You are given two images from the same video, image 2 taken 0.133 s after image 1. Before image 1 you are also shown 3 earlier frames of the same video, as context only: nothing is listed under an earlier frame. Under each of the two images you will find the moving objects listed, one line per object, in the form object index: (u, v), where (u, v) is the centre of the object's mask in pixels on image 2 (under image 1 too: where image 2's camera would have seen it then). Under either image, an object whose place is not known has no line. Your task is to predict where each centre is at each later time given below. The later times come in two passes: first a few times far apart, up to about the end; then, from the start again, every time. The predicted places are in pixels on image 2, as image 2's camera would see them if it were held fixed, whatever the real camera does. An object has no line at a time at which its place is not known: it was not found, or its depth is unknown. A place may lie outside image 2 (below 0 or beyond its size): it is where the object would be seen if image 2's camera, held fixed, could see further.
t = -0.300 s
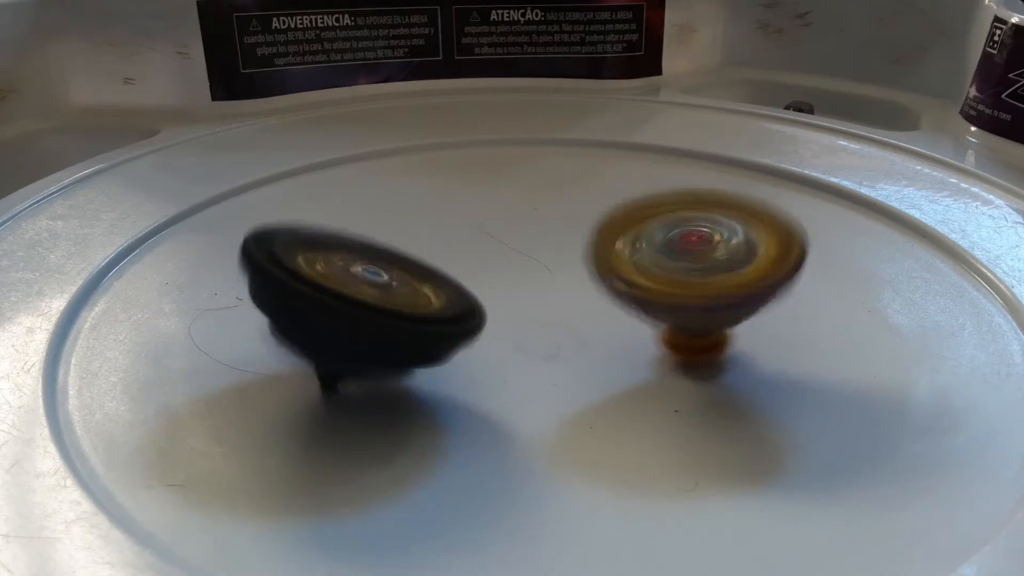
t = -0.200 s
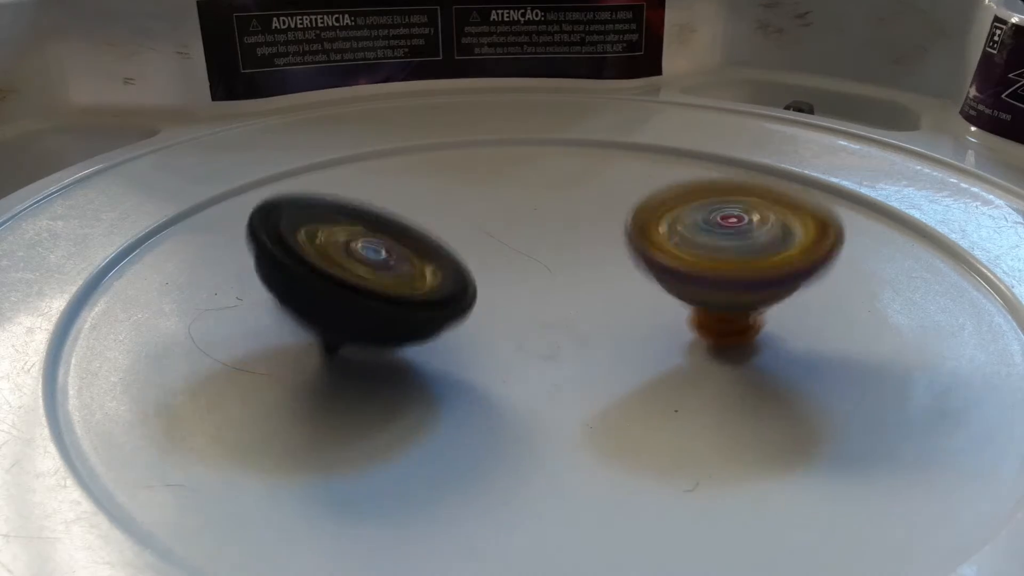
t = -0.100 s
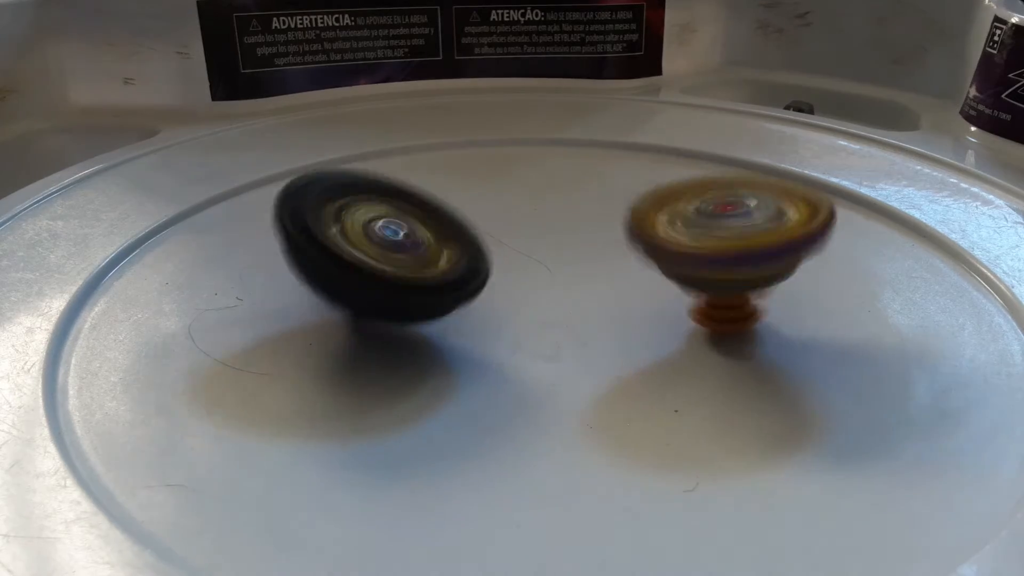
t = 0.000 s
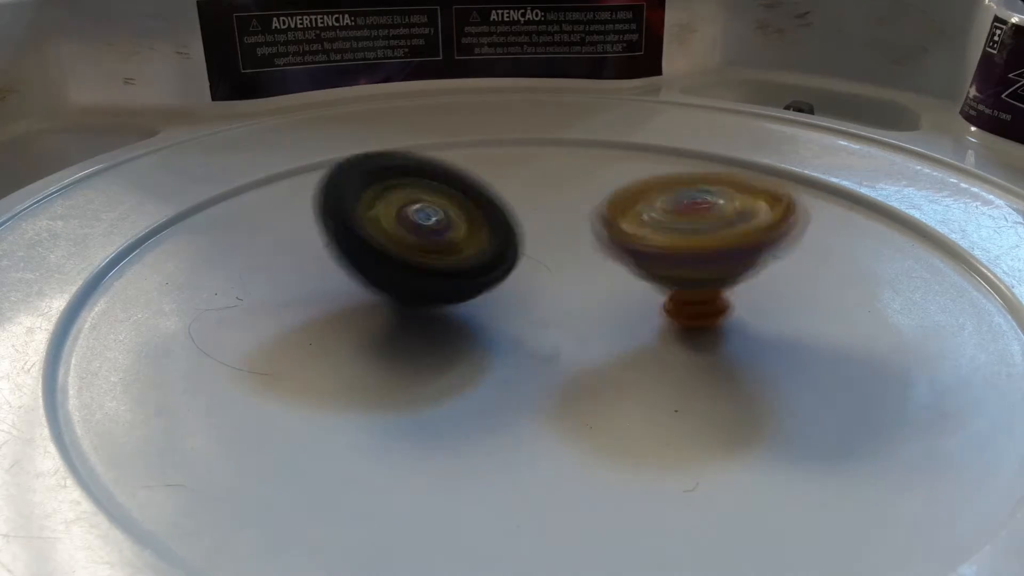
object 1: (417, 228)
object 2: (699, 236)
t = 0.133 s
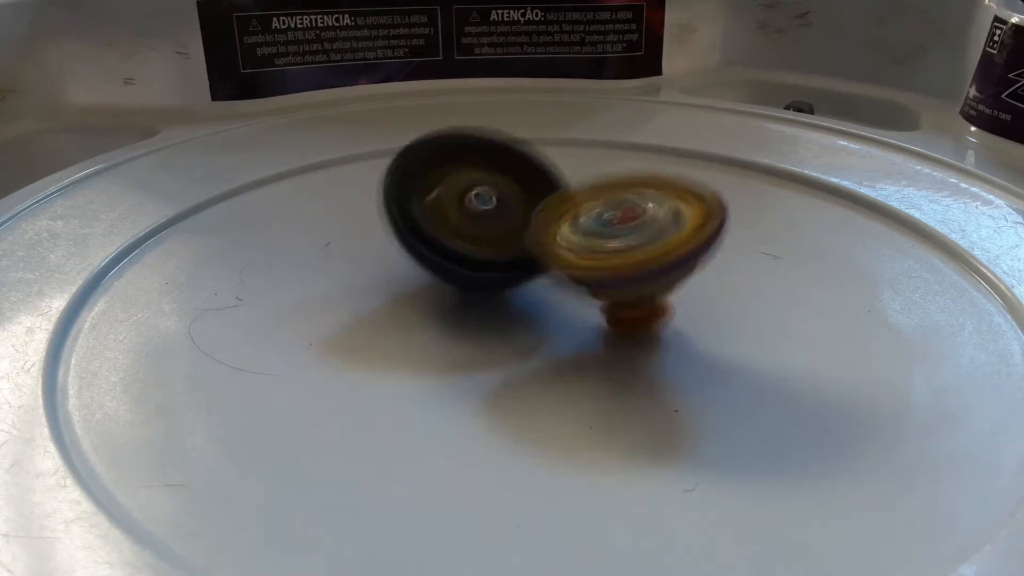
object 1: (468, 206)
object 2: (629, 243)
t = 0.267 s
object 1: (538, 184)
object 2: (621, 292)
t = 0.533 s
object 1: (670, 233)
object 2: (492, 342)
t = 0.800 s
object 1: (675, 324)
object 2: (416, 293)
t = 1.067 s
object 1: (501, 358)
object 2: (502, 228)
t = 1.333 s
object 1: (395, 287)
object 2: (638, 220)
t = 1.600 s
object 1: (469, 225)
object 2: (697, 264)
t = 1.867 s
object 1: (608, 202)
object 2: (575, 311)
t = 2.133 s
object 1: (681, 286)
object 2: (439, 270)
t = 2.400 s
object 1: (583, 355)
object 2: (462, 217)
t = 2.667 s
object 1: (439, 314)
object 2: (574, 225)
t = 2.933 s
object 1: (463, 240)
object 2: (641, 283)
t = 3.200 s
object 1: (593, 208)
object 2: (563, 325)
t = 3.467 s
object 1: (668, 280)
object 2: (469, 288)
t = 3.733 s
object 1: (575, 342)
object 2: (483, 217)
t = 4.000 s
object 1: (467, 302)
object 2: (603, 219)
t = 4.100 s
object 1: (458, 260)
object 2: (659, 243)
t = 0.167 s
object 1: (481, 195)
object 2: (628, 256)
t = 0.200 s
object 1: (498, 189)
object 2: (627, 270)
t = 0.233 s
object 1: (518, 186)
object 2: (626, 281)
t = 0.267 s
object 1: (538, 184)
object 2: (621, 292)
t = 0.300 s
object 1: (556, 185)
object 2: (612, 302)
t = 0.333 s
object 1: (577, 189)
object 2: (602, 314)
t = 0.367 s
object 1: (596, 192)
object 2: (588, 322)
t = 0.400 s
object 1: (613, 197)
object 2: (573, 328)
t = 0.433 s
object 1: (632, 204)
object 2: (553, 334)
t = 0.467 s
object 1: (645, 212)
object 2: (534, 340)
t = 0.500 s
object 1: (659, 223)
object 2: (513, 341)
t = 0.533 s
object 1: (670, 233)
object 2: (492, 342)
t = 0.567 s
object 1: (677, 243)
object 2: (469, 340)
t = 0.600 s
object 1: (683, 254)
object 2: (456, 340)
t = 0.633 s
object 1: (689, 263)
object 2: (442, 333)
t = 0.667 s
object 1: (692, 275)
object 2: (432, 328)
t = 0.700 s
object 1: (692, 288)
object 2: (424, 319)
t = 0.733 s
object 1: (690, 297)
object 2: (418, 311)
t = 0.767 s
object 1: (683, 314)
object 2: (415, 302)
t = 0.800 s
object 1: (675, 324)
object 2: (416, 293)
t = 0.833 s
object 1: (661, 335)
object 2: (418, 285)
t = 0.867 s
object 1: (645, 344)
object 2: (425, 276)
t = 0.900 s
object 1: (627, 352)
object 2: (433, 267)
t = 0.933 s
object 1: (603, 358)
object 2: (445, 259)
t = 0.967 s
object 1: (579, 363)
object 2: (456, 248)
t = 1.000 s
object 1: (551, 365)
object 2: (469, 239)
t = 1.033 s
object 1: (525, 363)
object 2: (484, 233)
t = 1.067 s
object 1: (501, 358)
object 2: (502, 228)
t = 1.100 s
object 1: (477, 355)
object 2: (517, 224)
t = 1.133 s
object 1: (454, 350)
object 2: (535, 223)
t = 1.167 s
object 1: (436, 341)
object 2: (551, 220)
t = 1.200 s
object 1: (419, 328)
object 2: (571, 218)
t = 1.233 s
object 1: (409, 322)
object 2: (587, 217)
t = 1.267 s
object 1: (400, 310)
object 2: (605, 217)
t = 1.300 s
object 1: (395, 296)
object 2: (621, 217)
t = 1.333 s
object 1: (395, 287)
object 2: (638, 220)
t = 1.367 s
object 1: (396, 275)
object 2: (653, 221)
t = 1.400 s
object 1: (402, 266)
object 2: (666, 225)
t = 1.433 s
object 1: (408, 256)
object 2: (678, 229)
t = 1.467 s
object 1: (417, 250)
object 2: (688, 235)
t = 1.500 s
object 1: (429, 243)
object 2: (694, 241)
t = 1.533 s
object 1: (439, 236)
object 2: (697, 249)
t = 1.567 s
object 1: (454, 230)
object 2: (699, 256)
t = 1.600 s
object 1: (469, 225)
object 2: (697, 264)
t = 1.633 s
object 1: (485, 223)
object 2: (691, 273)
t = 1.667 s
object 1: (498, 218)
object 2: (682, 281)
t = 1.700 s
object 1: (511, 214)
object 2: (670, 289)
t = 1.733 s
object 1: (527, 209)
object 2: (654, 296)
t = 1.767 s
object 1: (543, 203)
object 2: (635, 301)
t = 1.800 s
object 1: (566, 201)
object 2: (618, 307)
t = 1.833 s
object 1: (588, 199)
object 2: (598, 309)
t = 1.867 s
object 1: (608, 202)
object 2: (575, 311)
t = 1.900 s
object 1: (631, 210)
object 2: (554, 310)
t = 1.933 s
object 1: (648, 222)
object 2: (531, 308)
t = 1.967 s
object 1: (660, 236)
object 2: (510, 305)
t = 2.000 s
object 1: (667, 248)
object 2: (490, 299)
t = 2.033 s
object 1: (671, 258)
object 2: (473, 294)
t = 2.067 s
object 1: (674, 267)
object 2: (458, 286)
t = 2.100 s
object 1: (678, 276)
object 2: (448, 279)
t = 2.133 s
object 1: (681, 286)
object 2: (439, 270)
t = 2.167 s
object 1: (680, 299)
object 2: (433, 262)
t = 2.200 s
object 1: (676, 311)
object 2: (430, 253)
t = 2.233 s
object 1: (668, 322)
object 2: (431, 246)
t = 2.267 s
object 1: (657, 329)
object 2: (432, 239)
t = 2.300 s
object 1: (645, 338)
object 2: (437, 232)
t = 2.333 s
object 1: (625, 346)
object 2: (443, 226)
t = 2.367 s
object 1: (606, 352)
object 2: (453, 222)
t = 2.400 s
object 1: (583, 355)
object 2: (462, 217)
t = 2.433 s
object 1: (561, 357)
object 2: (473, 214)
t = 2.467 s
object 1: (538, 355)
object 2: (486, 212)
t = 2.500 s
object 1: (515, 352)
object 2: (499, 211)
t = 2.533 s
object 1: (496, 348)
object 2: (515, 212)
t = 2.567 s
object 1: (476, 342)
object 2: (527, 212)
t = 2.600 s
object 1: (461, 334)
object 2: (543, 216)
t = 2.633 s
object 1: (448, 324)
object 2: (557, 218)
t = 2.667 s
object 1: (439, 314)
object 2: (574, 225)
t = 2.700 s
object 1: (434, 305)
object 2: (586, 227)
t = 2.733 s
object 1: (431, 292)
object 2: (598, 234)
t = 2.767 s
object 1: (432, 281)
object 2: (609, 240)
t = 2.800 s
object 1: (435, 271)
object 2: (622, 247)
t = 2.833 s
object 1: (442, 263)
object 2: (631, 255)
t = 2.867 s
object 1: (446, 255)
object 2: (634, 264)
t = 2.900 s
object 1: (454, 248)
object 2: (639, 273)
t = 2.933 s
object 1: (463, 240)
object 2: (641, 283)
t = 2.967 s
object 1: (473, 234)
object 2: (642, 290)
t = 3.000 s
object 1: (485, 225)
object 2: (638, 299)
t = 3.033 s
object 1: (499, 220)
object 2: (631, 306)
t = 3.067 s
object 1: (516, 213)
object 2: (621, 312)
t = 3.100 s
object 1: (533, 209)
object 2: (610, 318)
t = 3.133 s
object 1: (553, 206)
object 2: (596, 321)
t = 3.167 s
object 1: (572, 207)
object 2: (581, 325)
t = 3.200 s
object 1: (593, 208)
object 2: (563, 325)
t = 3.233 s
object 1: (610, 212)
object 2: (547, 325)
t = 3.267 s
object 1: (630, 220)
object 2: (532, 323)
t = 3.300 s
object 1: (644, 229)
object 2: (515, 319)
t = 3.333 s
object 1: (654, 240)
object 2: (503, 317)
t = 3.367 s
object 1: (662, 250)
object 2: (489, 310)
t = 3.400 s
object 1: (667, 260)
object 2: (480, 304)
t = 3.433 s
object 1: (669, 269)
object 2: (473, 296)
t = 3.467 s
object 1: (668, 280)
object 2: (469, 288)
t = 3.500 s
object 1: (665, 290)
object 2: (464, 279)
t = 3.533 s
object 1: (661, 301)
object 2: (463, 271)
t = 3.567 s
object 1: (656, 314)
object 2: (463, 263)
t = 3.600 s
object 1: (648, 322)
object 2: (462, 256)
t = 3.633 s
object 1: (633, 333)
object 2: (467, 246)
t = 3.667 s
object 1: (615, 335)
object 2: (470, 234)
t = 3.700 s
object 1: (598, 340)
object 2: (473, 225)
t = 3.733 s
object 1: (575, 342)
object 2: (483, 217)
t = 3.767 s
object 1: (557, 340)
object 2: (497, 210)
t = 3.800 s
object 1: (538, 338)
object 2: (511, 207)
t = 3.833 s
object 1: (522, 336)
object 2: (521, 204)
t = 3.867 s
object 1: (505, 332)
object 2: (531, 205)
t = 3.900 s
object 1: (490, 324)
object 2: (544, 206)
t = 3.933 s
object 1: (482, 317)
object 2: (560, 209)
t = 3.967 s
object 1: (474, 311)
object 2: (579, 214)
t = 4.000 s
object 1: (467, 302)
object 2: (603, 219)
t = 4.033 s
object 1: (467, 294)
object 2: (617, 228)
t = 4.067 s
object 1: (465, 282)
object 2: (633, 235)
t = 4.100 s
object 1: (458, 260)
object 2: (659, 243)
